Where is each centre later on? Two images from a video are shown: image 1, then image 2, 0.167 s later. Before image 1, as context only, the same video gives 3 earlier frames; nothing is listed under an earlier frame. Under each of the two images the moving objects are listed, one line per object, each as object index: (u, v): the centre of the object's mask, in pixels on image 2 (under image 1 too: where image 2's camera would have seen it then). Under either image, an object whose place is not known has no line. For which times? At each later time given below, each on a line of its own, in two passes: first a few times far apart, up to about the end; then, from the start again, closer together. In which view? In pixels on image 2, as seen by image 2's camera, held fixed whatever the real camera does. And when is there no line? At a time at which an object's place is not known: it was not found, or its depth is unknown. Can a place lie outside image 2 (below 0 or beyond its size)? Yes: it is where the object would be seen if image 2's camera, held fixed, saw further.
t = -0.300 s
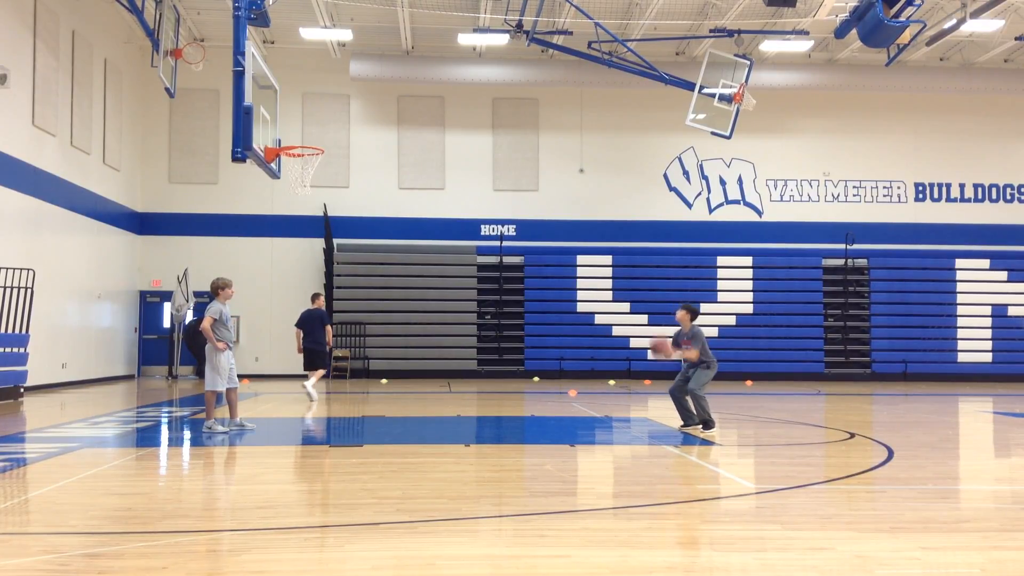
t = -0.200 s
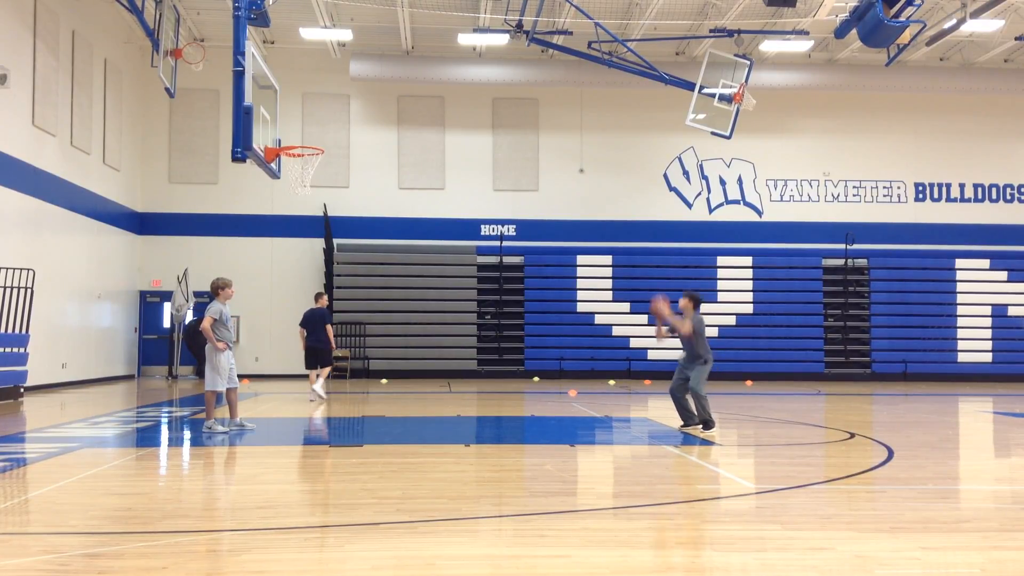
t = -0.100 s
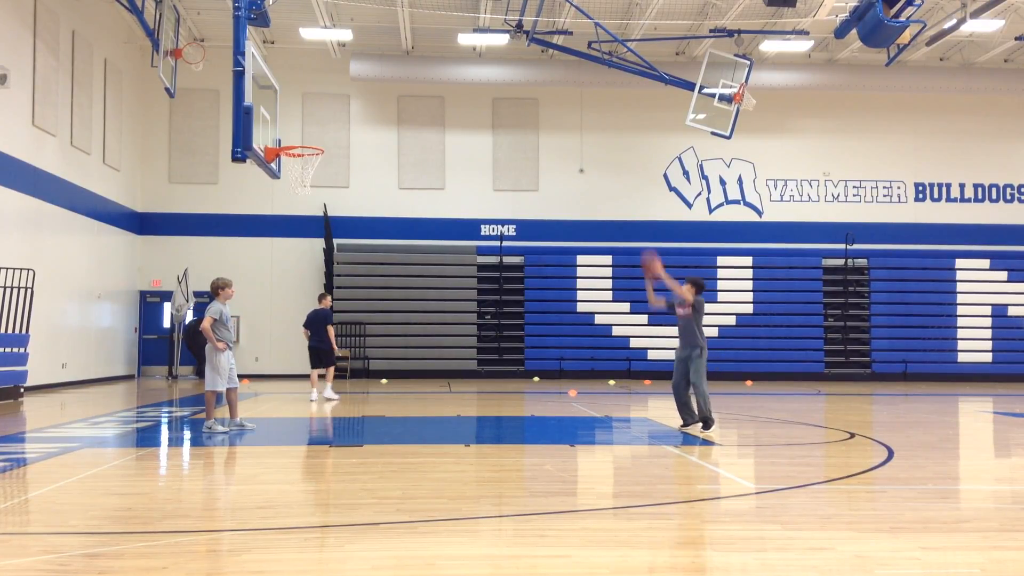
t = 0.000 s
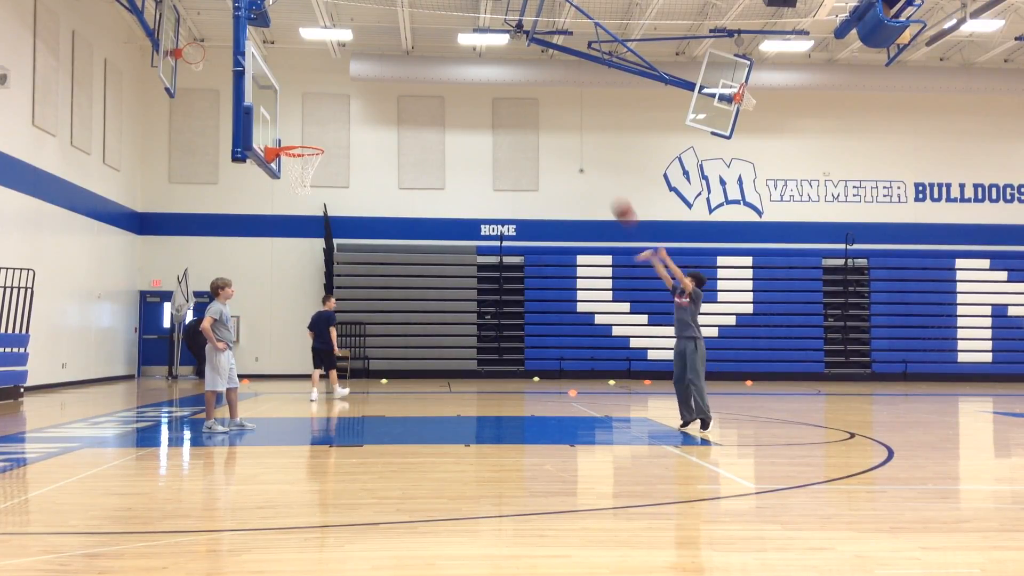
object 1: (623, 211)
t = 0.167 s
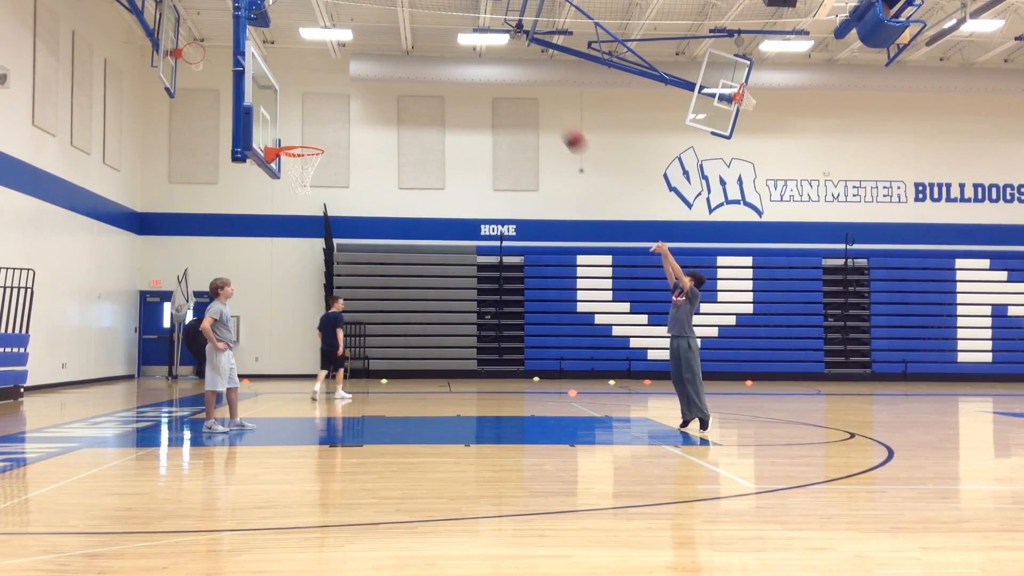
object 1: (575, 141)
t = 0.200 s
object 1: (565, 129)
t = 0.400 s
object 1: (506, 79)
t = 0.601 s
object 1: (448, 61)
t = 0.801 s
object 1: (389, 80)
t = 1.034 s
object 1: (322, 141)
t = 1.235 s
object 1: (300, 126)
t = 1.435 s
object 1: (280, 139)
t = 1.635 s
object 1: (284, 159)
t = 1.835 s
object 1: (297, 178)
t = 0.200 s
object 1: (565, 129)
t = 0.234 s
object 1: (555, 119)
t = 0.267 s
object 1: (545, 109)
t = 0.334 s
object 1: (526, 92)
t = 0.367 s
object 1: (516, 85)
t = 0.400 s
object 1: (506, 79)
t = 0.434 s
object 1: (496, 73)
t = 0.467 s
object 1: (486, 69)
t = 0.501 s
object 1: (477, 65)
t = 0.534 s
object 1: (467, 63)
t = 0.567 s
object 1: (457, 62)
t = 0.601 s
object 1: (448, 61)
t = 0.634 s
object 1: (438, 62)
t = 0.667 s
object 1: (428, 64)
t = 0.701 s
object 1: (419, 66)
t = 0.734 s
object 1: (409, 70)
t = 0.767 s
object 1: (399, 74)
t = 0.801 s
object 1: (389, 80)
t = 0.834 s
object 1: (380, 86)
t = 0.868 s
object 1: (370, 94)
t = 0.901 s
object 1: (360, 102)
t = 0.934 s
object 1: (350, 112)
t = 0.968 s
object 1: (340, 121)
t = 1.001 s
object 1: (330, 132)
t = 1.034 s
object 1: (322, 141)
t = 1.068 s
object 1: (318, 138)
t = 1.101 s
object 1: (314, 134)
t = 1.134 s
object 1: (311, 130)
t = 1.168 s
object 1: (307, 128)
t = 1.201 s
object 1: (304, 126)
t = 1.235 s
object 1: (300, 126)
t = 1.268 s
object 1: (297, 126)
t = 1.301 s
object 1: (293, 127)
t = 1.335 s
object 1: (290, 130)
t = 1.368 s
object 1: (287, 133)
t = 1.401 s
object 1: (283, 136)
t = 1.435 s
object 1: (280, 139)
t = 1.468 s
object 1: (281, 141)
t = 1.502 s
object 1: (283, 142)
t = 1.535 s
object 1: (283, 142)
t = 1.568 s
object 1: (283, 143)
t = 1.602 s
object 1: (282, 144)
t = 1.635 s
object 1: (284, 159)
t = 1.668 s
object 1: (284, 162)
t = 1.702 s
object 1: (282, 165)
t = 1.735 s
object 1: (286, 167)
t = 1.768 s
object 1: (290, 169)
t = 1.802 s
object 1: (294, 173)
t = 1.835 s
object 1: (297, 178)
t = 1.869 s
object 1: (300, 184)
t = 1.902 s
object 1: (304, 191)
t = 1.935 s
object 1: (309, 200)
